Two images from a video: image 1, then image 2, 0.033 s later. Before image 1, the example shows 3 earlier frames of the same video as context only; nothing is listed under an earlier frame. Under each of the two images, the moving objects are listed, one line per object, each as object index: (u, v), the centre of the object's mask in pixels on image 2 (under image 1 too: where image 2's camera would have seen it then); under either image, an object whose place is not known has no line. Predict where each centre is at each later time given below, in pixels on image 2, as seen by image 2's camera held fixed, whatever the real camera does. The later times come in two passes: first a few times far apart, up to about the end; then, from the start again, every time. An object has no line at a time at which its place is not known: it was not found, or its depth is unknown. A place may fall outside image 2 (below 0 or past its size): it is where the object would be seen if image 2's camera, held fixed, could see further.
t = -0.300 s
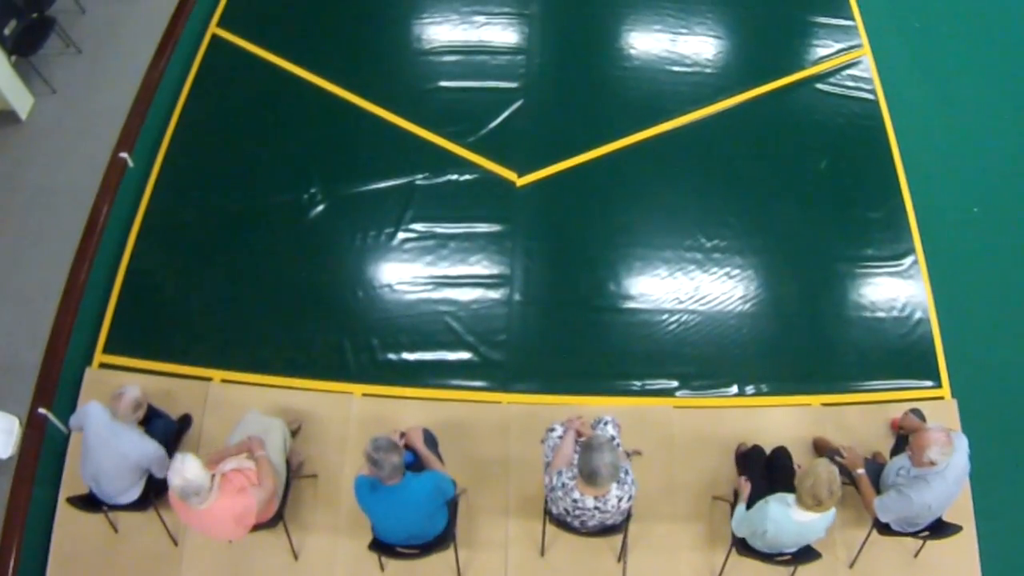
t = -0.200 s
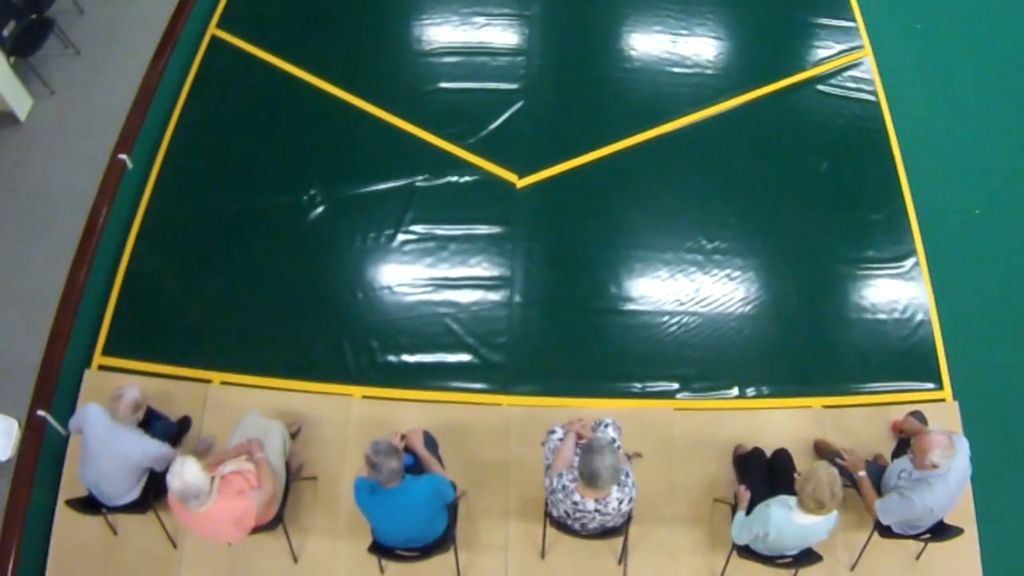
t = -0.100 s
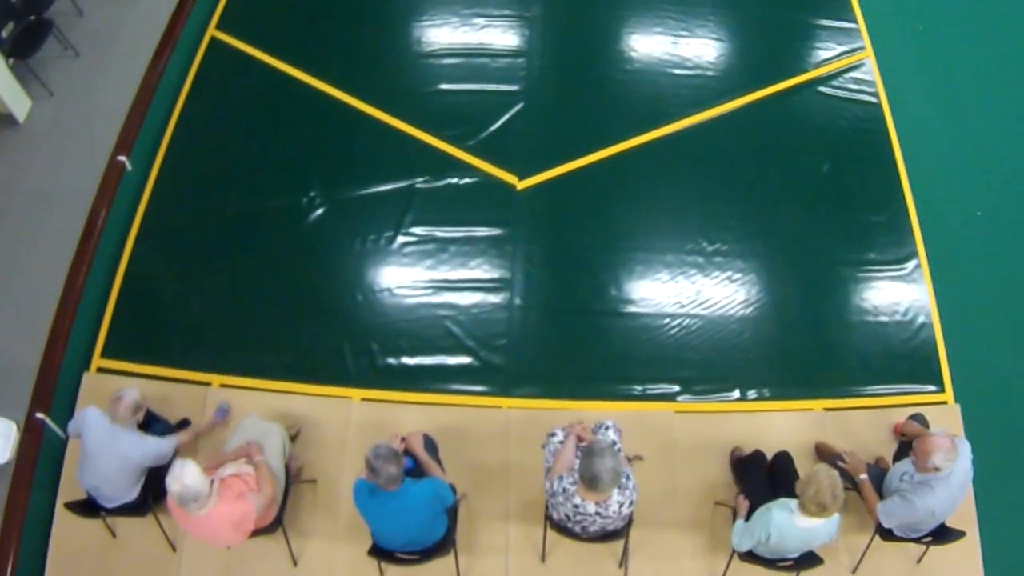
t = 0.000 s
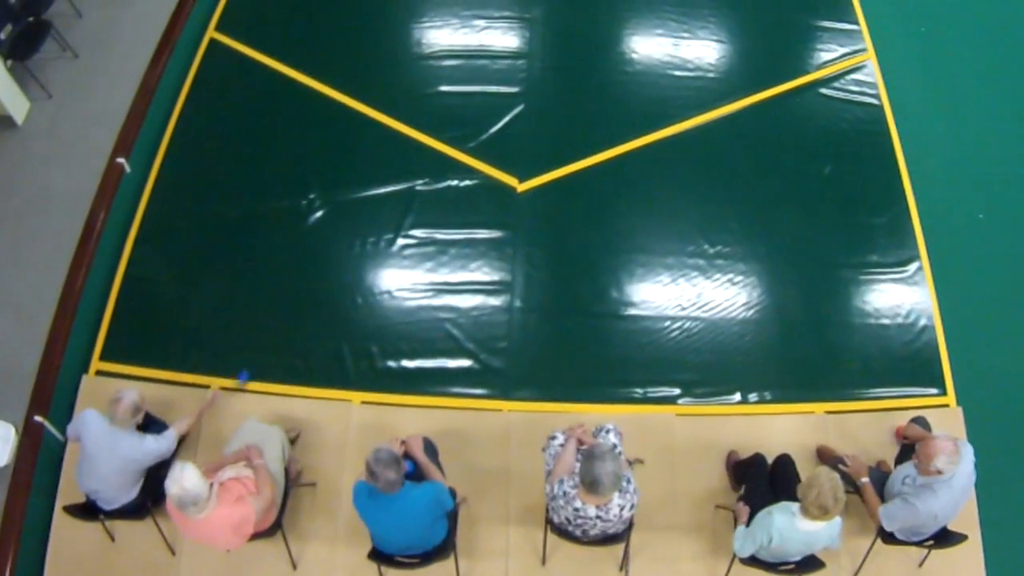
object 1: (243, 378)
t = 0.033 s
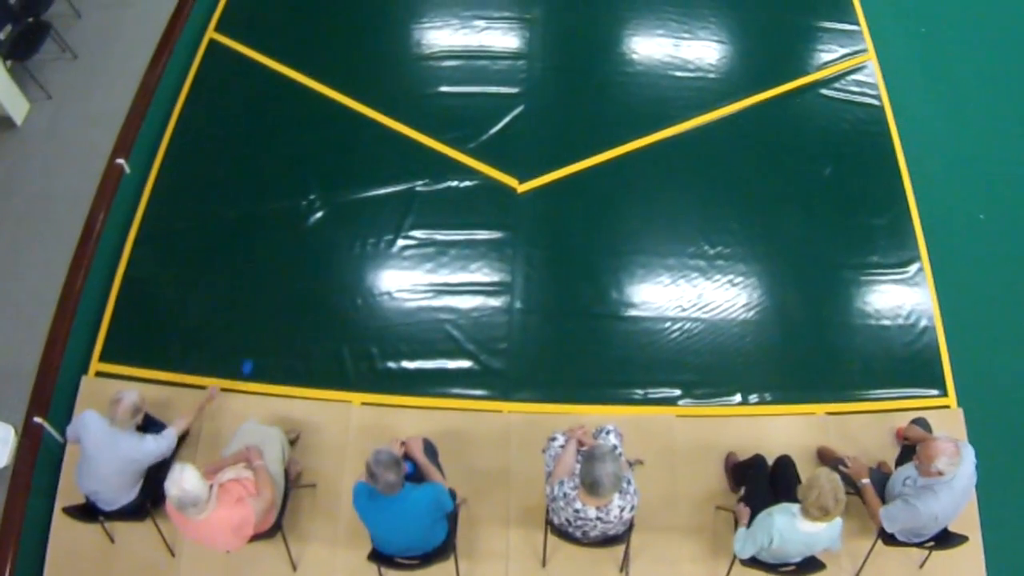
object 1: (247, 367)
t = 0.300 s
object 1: (284, 293)
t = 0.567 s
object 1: (317, 226)
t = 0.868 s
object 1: (350, 163)
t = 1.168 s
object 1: (378, 110)
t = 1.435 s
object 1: (399, 70)
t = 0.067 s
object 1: (251, 357)
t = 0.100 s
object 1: (256, 347)
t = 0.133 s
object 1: (262, 338)
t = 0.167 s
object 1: (266, 329)
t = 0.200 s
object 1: (270, 320)
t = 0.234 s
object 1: (275, 310)
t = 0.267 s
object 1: (280, 302)
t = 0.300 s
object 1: (284, 293)
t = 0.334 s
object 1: (289, 283)
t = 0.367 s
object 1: (293, 275)
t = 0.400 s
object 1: (297, 267)
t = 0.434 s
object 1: (302, 258)
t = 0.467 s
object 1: (306, 250)
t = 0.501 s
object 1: (309, 241)
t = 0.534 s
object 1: (313, 234)
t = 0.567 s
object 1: (317, 226)
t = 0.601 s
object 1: (321, 219)
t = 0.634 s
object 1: (326, 210)
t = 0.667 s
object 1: (329, 203)
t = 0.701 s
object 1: (333, 196)
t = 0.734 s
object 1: (336, 191)
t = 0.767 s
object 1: (341, 184)
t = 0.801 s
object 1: (343, 176)
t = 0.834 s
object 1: (346, 169)
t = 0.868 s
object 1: (350, 163)
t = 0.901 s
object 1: (353, 157)
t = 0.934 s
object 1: (356, 150)
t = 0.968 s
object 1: (360, 144)
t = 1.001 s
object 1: (363, 139)
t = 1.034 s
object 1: (366, 133)
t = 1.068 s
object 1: (369, 128)
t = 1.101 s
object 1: (371, 122)
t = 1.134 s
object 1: (375, 115)
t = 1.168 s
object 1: (378, 110)
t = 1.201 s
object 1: (380, 104)
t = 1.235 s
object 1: (383, 98)
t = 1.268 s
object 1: (386, 94)
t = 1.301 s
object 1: (389, 89)
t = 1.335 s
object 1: (391, 84)
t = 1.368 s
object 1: (394, 79)
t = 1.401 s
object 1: (397, 75)
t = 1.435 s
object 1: (399, 70)
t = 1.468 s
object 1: (402, 65)
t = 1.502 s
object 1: (404, 61)
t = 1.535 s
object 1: (406, 56)
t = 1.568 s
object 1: (410, 51)
